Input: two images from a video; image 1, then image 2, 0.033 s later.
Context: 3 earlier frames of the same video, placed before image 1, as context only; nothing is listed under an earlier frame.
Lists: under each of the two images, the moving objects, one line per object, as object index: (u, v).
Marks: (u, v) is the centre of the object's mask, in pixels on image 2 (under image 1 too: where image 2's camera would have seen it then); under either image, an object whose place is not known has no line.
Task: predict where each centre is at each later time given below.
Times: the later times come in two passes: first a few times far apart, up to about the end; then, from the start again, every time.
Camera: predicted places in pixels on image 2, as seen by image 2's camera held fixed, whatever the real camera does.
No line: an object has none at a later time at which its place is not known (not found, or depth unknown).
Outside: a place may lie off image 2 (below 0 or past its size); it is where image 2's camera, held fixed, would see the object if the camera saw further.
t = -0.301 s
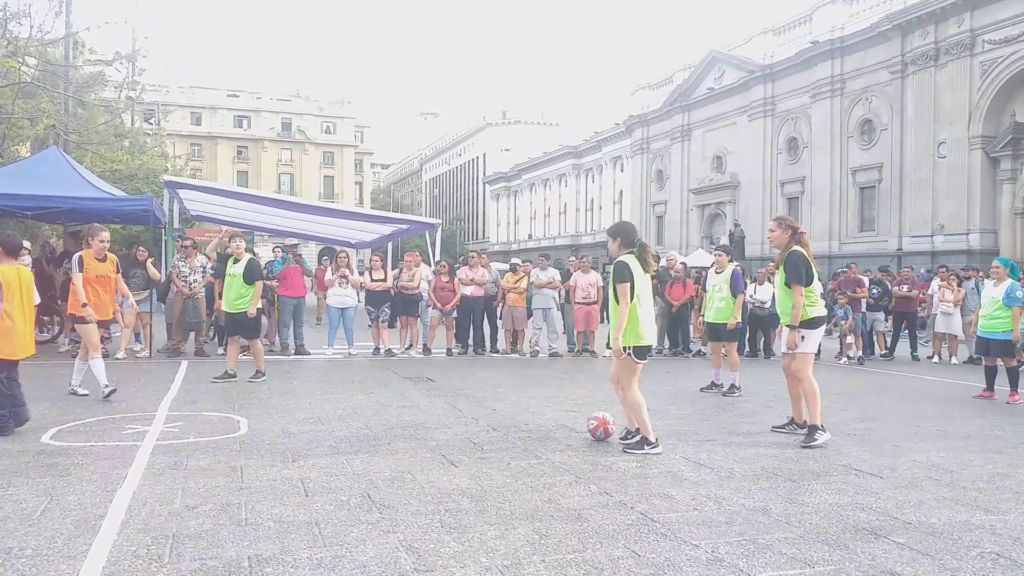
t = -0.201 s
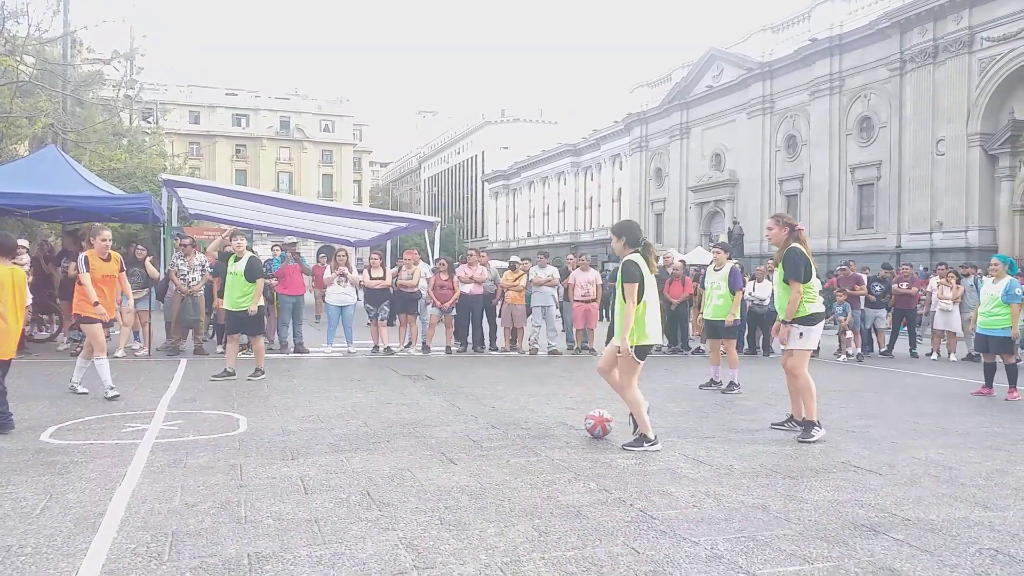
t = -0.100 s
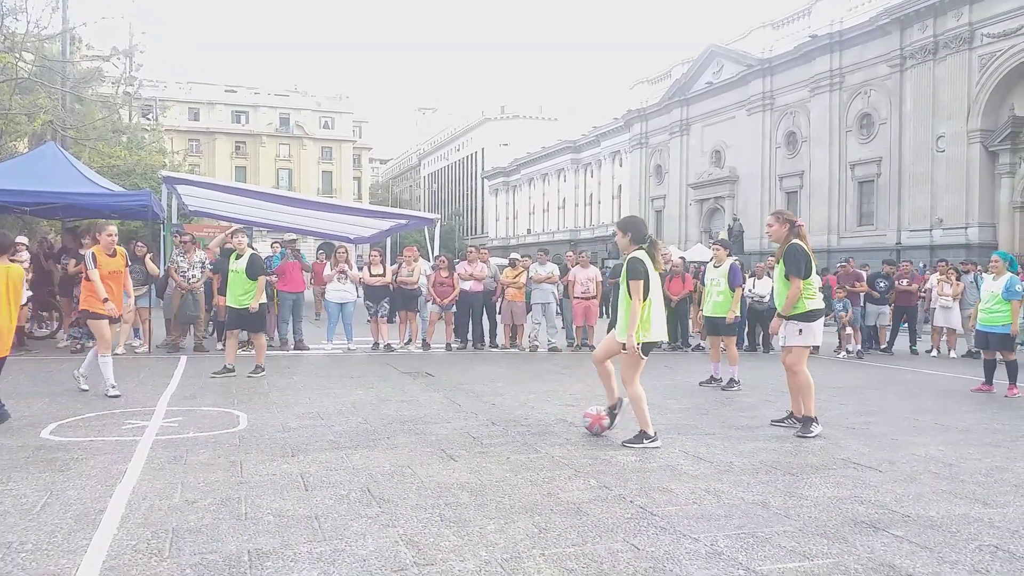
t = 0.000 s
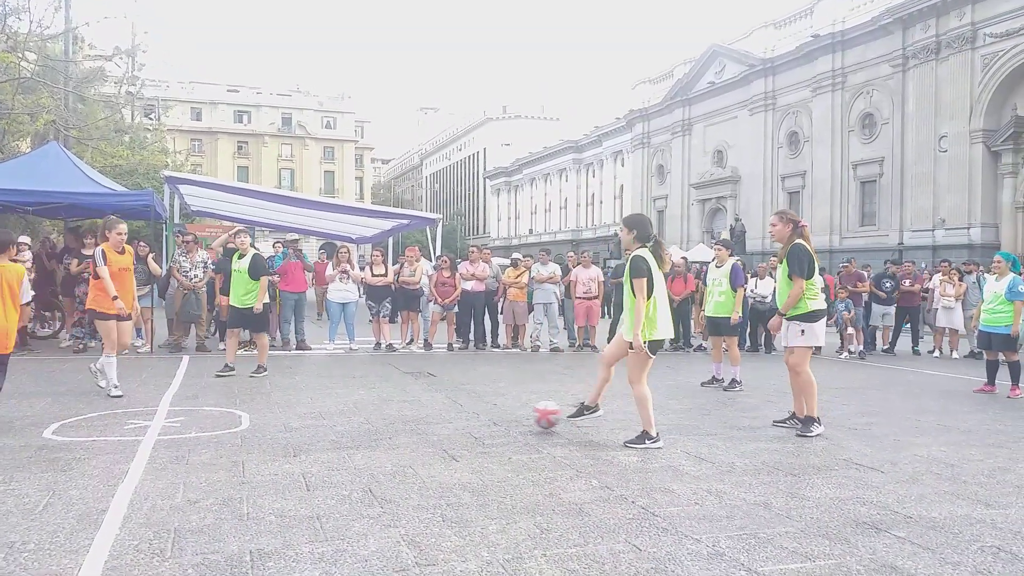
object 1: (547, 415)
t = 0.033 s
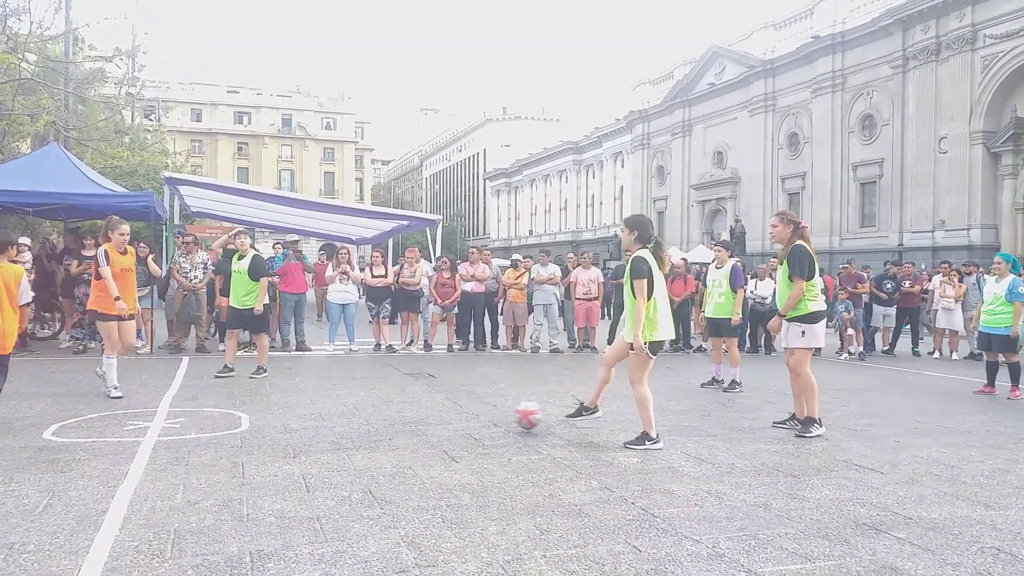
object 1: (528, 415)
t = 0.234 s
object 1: (438, 413)
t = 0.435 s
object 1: (371, 410)
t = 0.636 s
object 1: (311, 408)
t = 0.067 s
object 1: (510, 416)
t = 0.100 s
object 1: (495, 414)
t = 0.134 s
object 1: (480, 412)
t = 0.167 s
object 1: (465, 412)
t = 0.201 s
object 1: (451, 413)
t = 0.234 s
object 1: (438, 413)
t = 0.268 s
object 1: (425, 412)
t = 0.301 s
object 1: (413, 412)
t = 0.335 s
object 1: (402, 411)
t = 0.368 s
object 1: (392, 409)
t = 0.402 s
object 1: (382, 411)
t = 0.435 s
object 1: (371, 410)
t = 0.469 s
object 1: (361, 409)
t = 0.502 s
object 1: (351, 410)
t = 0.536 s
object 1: (341, 409)
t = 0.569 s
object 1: (331, 408)
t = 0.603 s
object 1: (321, 408)
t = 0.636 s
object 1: (311, 408)
